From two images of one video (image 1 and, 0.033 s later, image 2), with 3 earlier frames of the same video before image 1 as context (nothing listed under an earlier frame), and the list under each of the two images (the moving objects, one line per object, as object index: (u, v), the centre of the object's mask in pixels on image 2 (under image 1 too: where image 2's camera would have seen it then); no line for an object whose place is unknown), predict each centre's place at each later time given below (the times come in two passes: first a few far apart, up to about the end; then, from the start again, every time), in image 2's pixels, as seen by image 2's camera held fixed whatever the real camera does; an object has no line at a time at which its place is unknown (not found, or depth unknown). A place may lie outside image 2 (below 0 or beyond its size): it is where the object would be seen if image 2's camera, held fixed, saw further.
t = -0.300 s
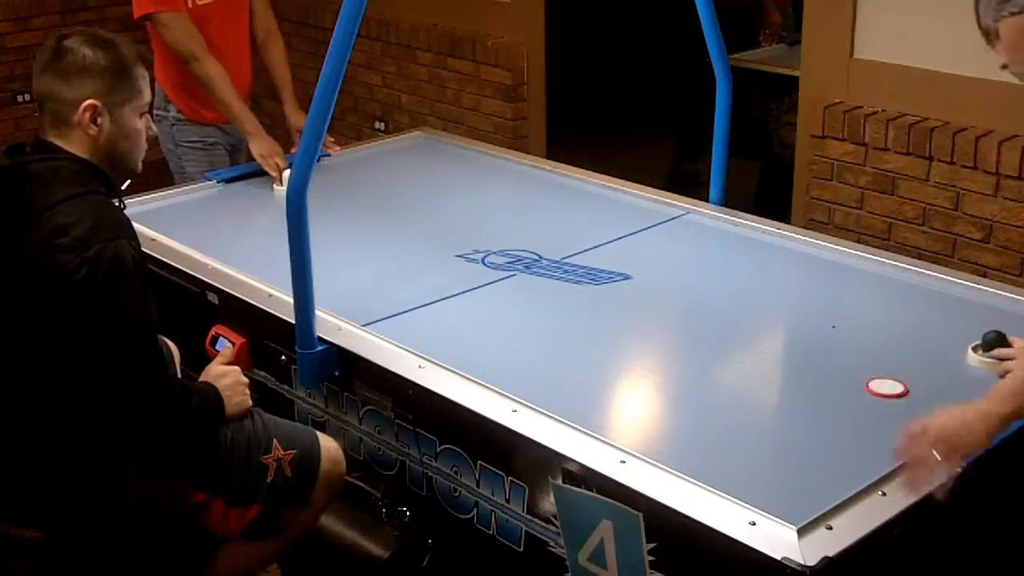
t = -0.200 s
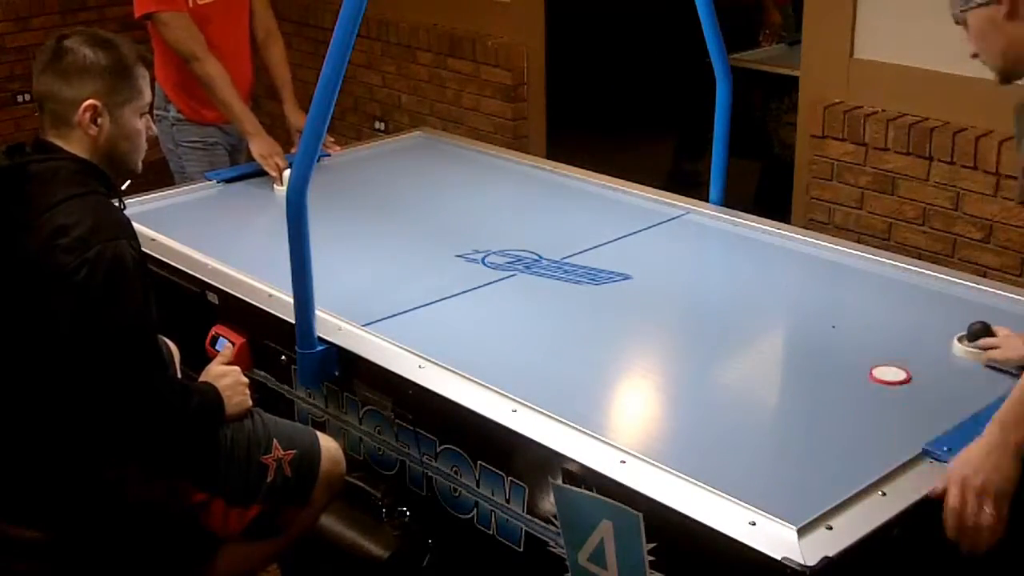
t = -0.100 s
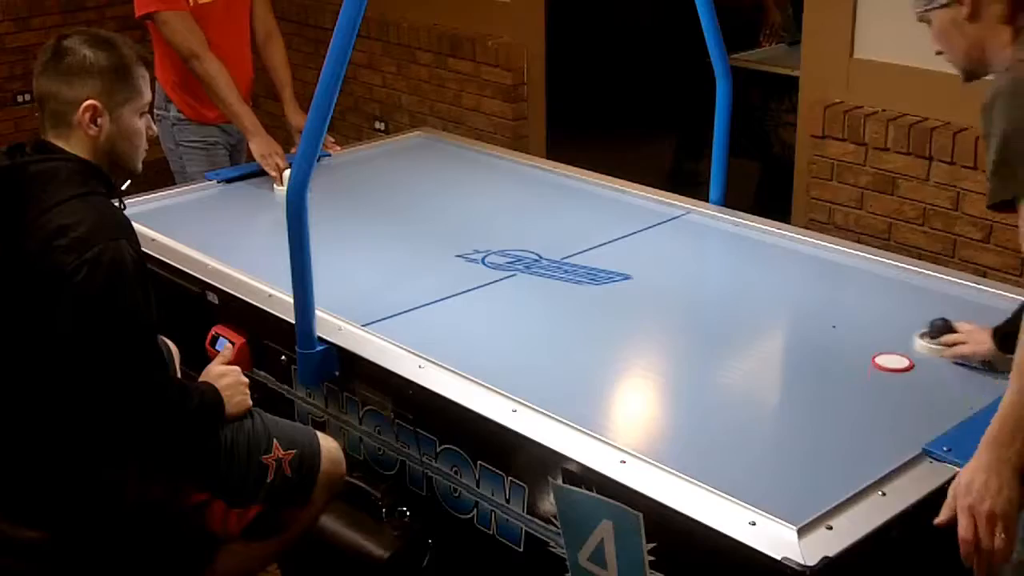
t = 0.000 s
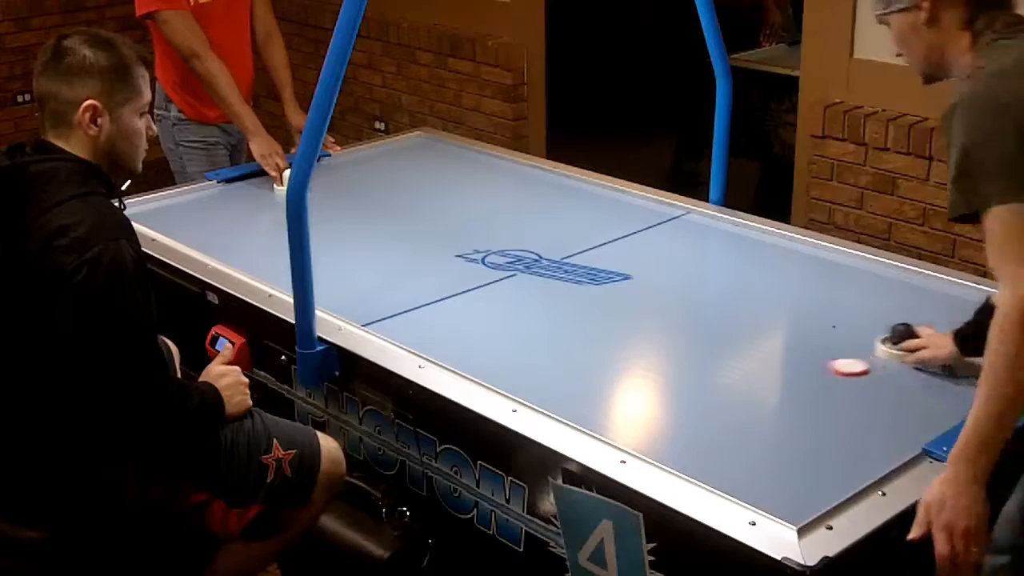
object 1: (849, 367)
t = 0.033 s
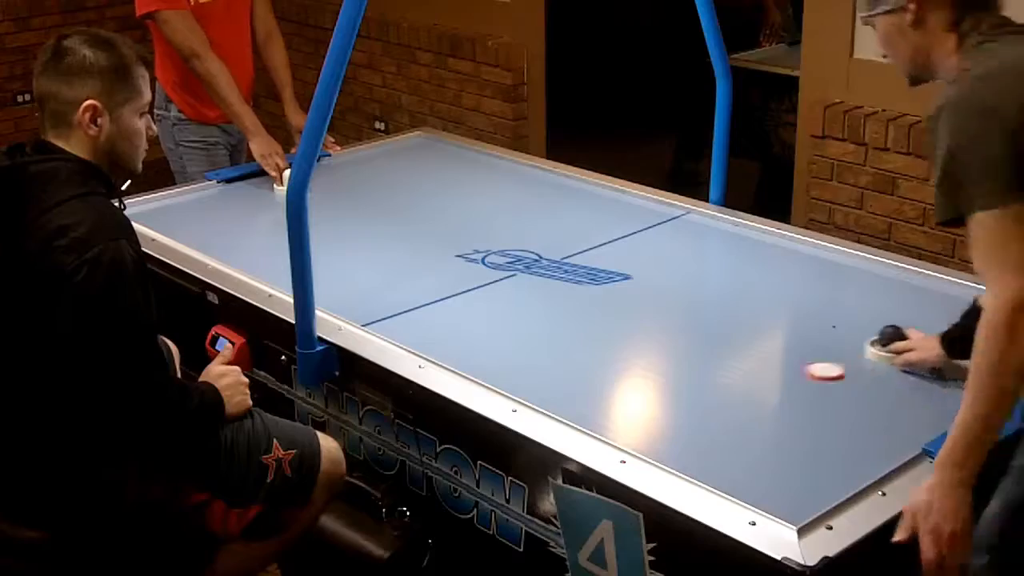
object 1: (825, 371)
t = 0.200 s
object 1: (705, 391)
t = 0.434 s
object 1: (583, 401)
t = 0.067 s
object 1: (802, 375)
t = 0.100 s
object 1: (778, 379)
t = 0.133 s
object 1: (754, 383)
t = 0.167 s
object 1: (730, 388)
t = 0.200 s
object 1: (705, 391)
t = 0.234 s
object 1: (682, 396)
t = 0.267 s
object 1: (657, 400)
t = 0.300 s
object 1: (629, 404)
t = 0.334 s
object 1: (602, 408)
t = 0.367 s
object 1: (578, 412)
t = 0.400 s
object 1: (573, 409)
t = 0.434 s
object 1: (583, 401)
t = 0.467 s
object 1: (593, 393)
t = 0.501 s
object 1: (603, 386)
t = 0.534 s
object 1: (613, 378)
